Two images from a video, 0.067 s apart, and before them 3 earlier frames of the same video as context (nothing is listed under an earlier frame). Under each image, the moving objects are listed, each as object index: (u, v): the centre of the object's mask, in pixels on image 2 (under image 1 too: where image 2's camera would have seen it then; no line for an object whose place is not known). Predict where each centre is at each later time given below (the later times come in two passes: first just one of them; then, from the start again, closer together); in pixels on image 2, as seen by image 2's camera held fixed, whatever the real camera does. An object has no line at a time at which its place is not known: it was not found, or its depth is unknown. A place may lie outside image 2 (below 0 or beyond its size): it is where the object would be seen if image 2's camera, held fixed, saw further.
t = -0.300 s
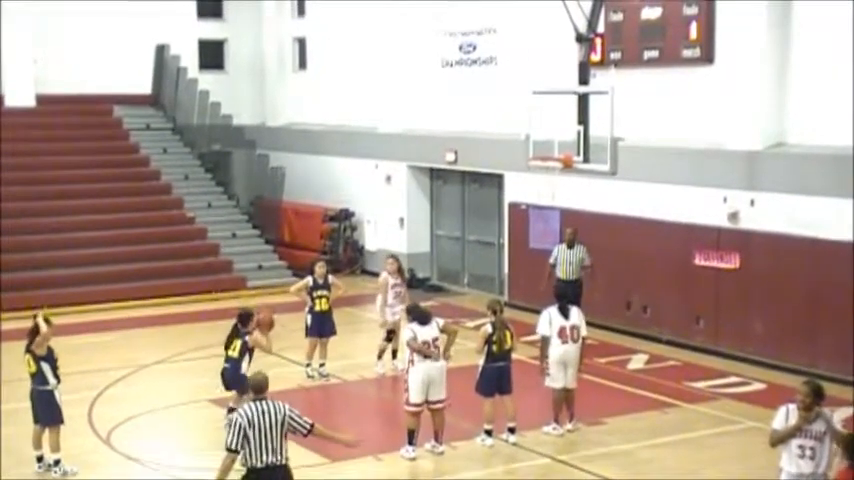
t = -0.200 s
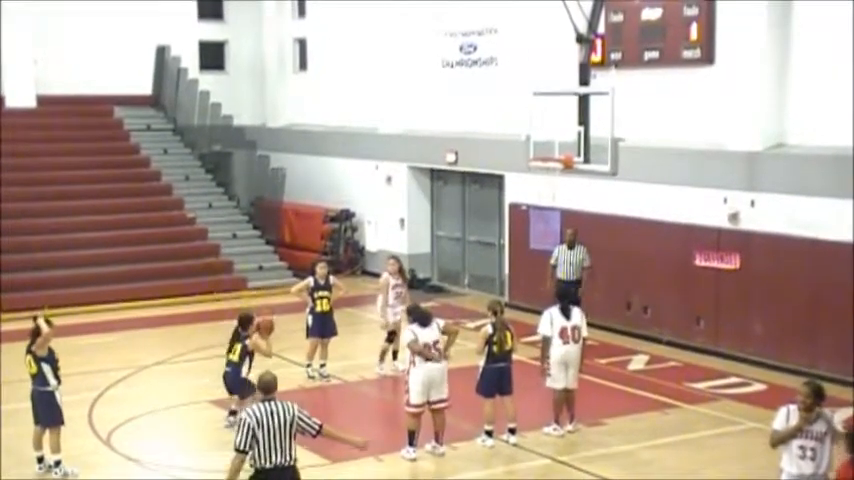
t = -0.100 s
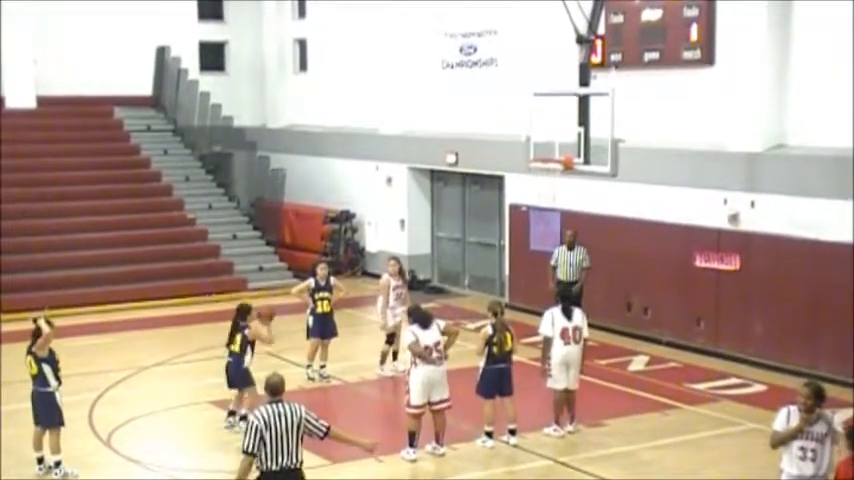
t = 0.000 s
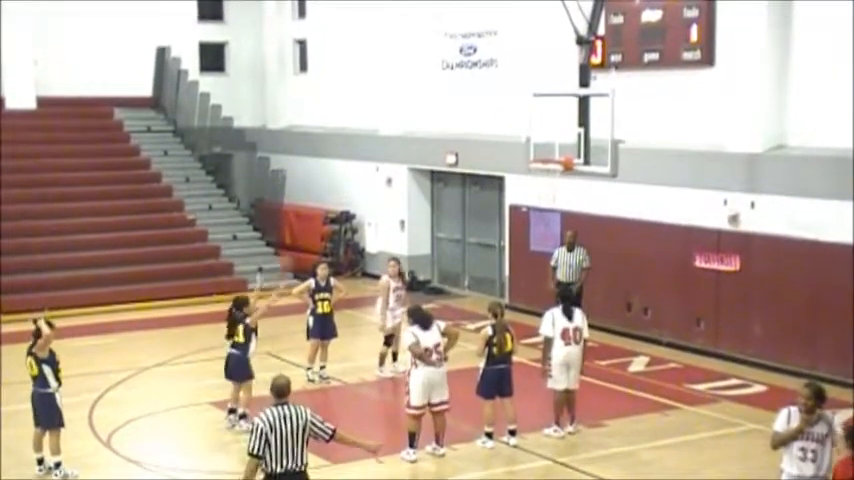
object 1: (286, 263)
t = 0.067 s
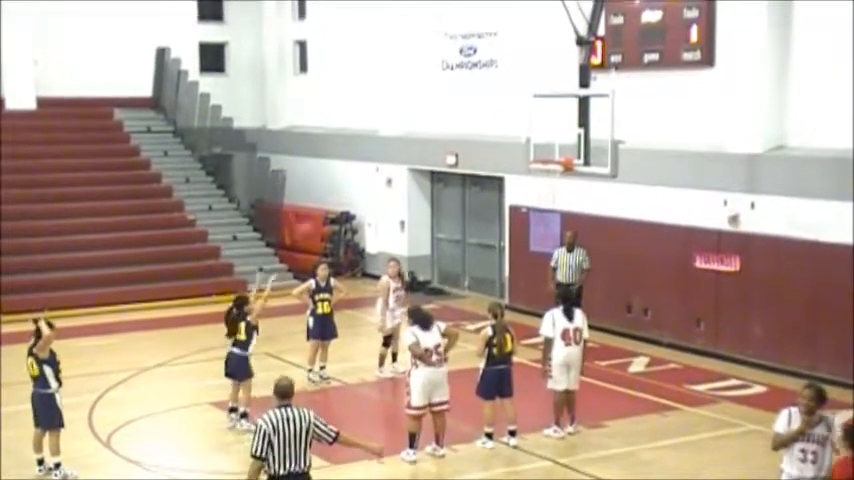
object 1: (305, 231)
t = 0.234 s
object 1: (351, 166)
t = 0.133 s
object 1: (325, 203)
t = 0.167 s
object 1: (334, 189)
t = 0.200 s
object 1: (342, 176)
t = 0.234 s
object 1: (351, 166)
